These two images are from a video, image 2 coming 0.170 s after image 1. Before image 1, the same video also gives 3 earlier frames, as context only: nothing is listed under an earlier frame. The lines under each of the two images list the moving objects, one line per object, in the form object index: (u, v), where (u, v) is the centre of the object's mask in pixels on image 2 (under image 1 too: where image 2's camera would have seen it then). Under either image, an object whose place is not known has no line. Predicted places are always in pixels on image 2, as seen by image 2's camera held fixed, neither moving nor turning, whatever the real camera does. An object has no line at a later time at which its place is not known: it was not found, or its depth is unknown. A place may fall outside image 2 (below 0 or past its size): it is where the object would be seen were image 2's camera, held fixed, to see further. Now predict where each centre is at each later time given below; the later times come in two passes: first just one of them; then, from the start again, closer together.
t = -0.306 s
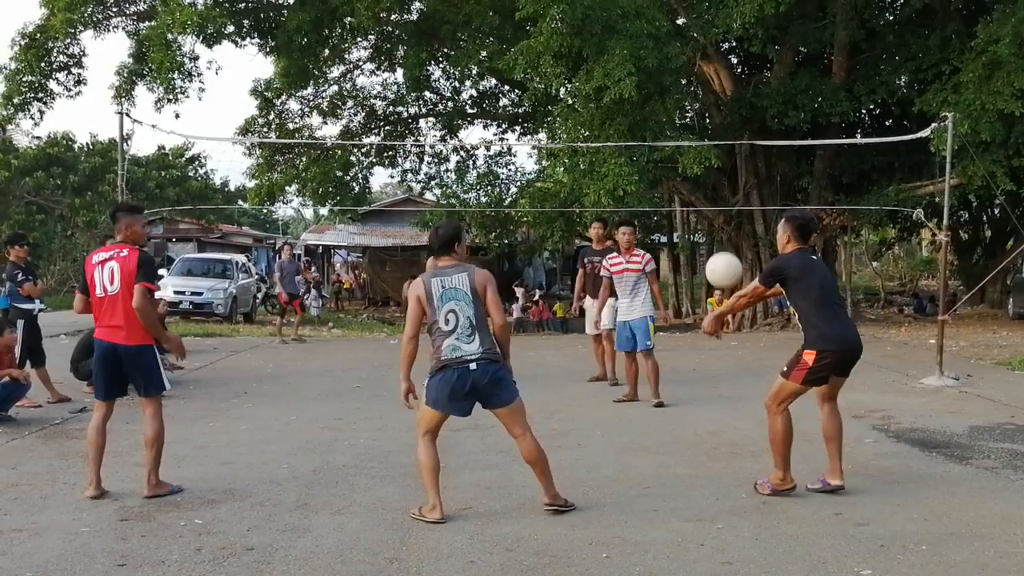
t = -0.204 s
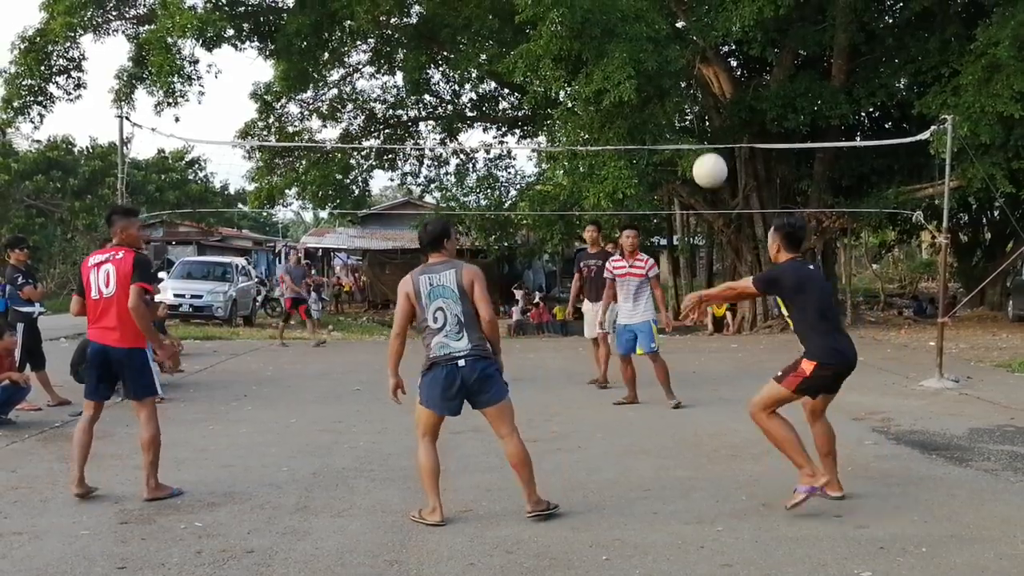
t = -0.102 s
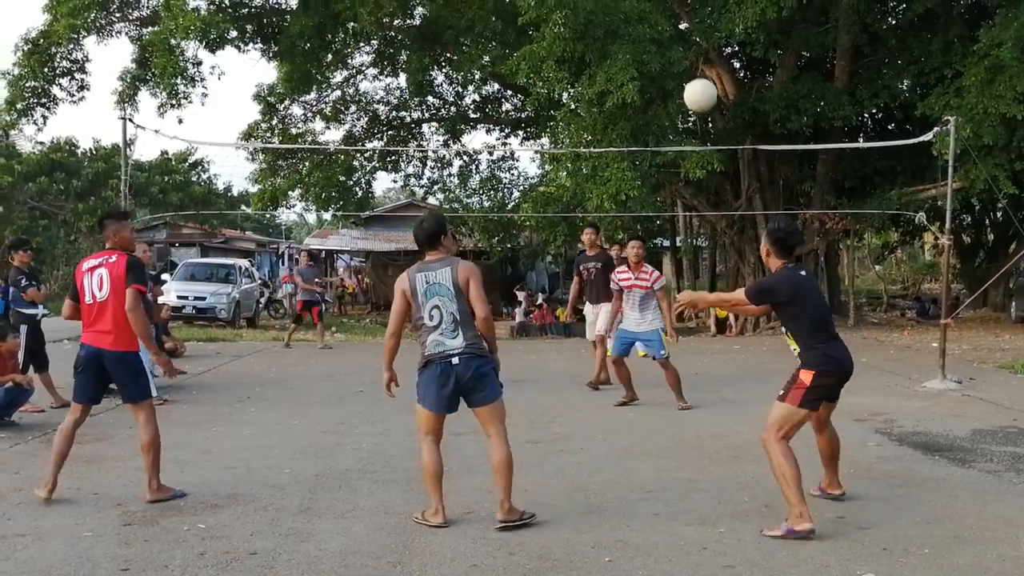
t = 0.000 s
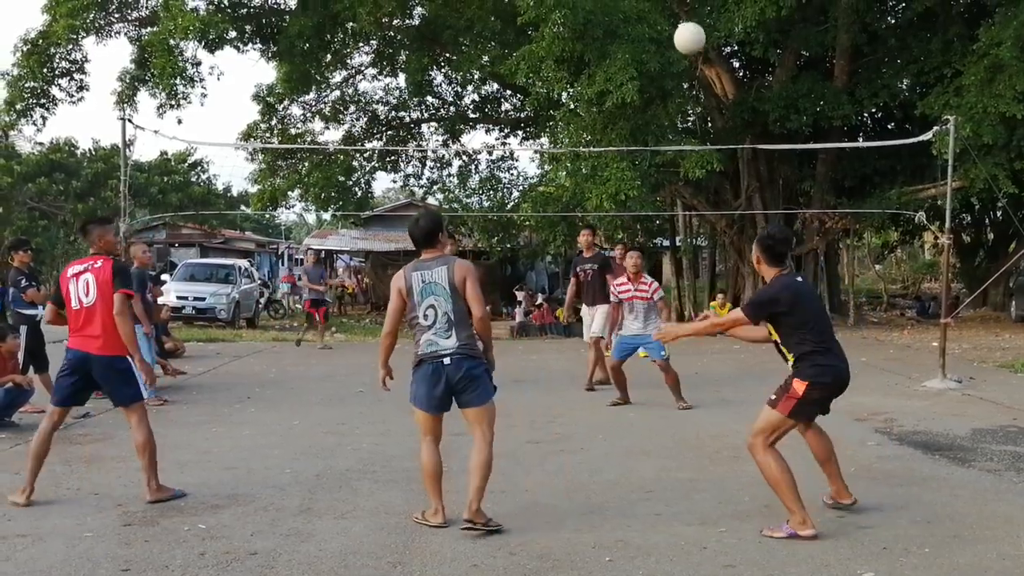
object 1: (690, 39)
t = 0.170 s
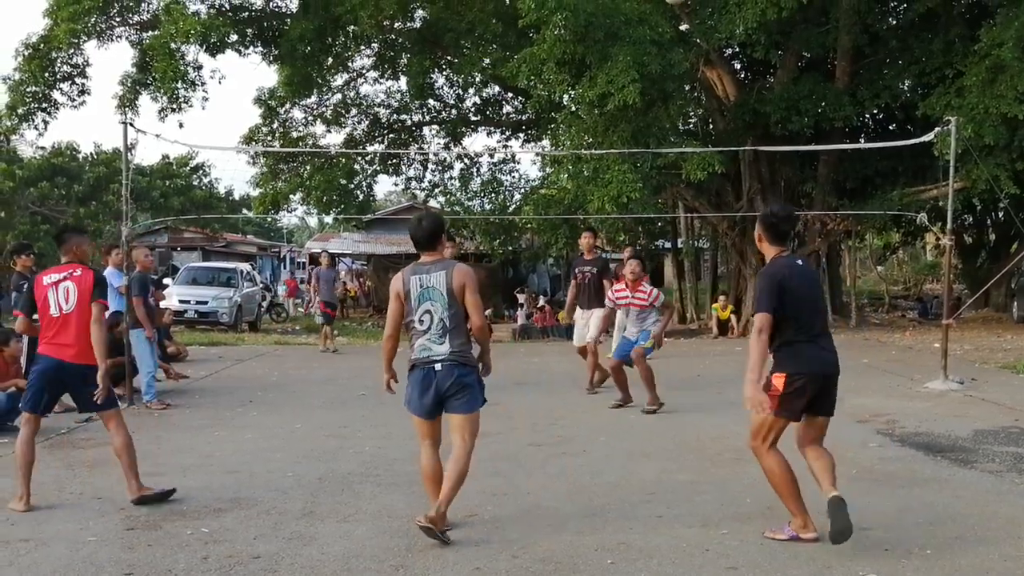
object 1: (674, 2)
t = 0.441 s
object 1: (656, -3)
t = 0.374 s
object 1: (661, -5)
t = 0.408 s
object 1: (659, -4)
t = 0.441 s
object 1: (656, -3)
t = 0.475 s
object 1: (653, 4)
